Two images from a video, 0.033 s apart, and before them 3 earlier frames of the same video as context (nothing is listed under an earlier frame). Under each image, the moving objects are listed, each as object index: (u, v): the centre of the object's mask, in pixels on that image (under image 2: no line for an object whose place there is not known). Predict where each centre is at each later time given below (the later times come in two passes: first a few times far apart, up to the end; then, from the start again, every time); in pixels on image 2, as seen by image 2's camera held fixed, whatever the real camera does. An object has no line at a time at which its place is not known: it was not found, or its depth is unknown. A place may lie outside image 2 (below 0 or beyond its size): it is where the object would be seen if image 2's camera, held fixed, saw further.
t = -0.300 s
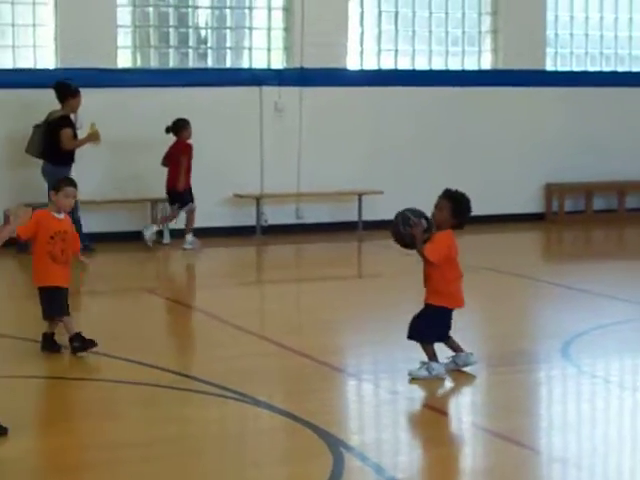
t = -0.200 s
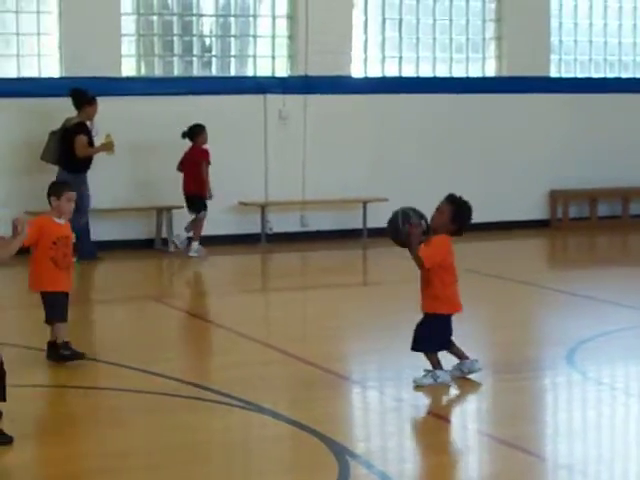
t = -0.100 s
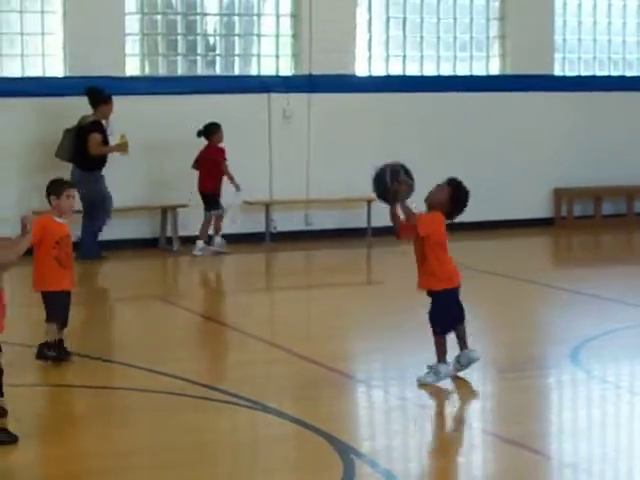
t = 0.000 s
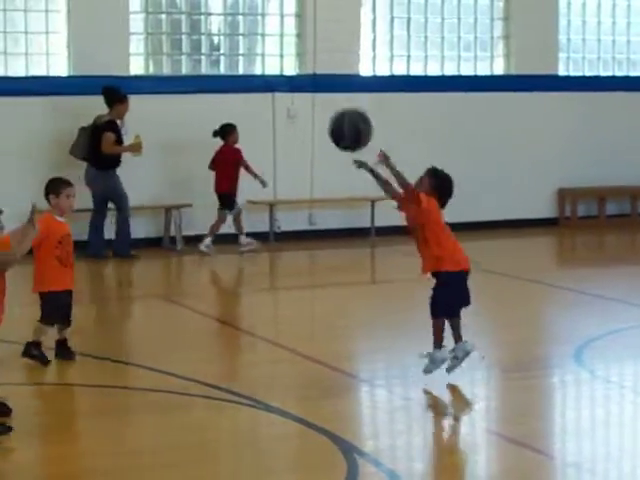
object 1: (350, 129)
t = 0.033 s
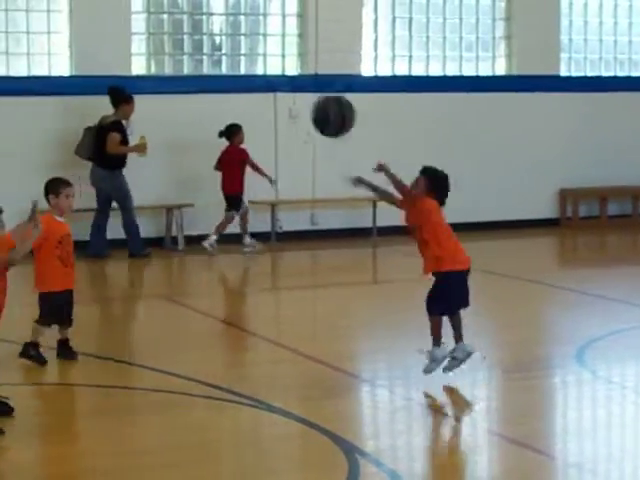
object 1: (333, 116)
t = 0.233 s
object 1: (215, 68)
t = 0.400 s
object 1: (110, 90)
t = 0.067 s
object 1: (314, 103)
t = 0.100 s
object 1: (295, 93)
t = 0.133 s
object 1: (275, 84)
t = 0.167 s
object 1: (255, 77)
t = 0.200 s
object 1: (234, 71)
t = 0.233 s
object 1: (215, 68)
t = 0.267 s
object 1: (194, 67)
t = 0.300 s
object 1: (173, 70)
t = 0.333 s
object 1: (152, 75)
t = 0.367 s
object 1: (131, 81)
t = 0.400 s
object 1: (110, 90)
